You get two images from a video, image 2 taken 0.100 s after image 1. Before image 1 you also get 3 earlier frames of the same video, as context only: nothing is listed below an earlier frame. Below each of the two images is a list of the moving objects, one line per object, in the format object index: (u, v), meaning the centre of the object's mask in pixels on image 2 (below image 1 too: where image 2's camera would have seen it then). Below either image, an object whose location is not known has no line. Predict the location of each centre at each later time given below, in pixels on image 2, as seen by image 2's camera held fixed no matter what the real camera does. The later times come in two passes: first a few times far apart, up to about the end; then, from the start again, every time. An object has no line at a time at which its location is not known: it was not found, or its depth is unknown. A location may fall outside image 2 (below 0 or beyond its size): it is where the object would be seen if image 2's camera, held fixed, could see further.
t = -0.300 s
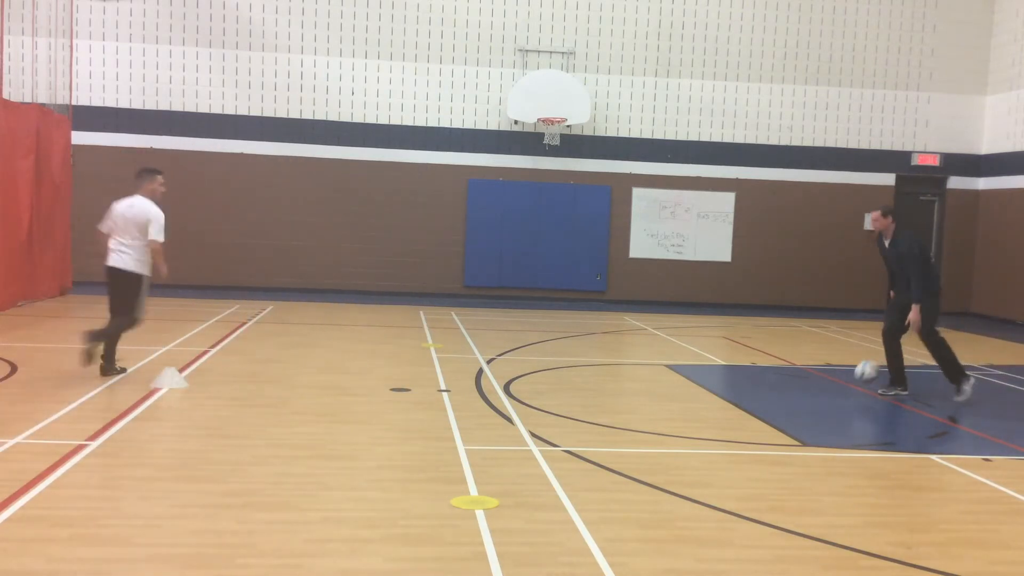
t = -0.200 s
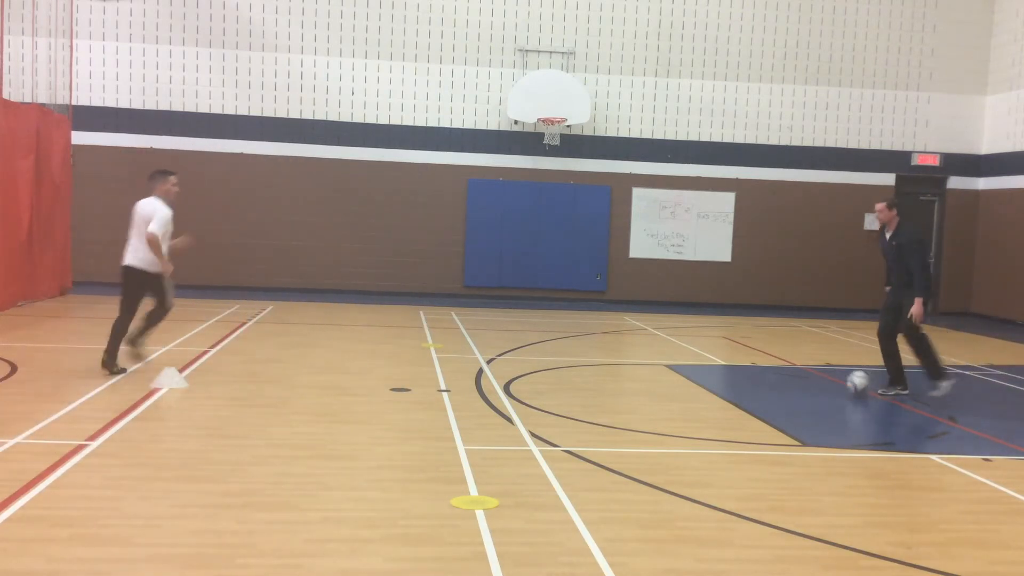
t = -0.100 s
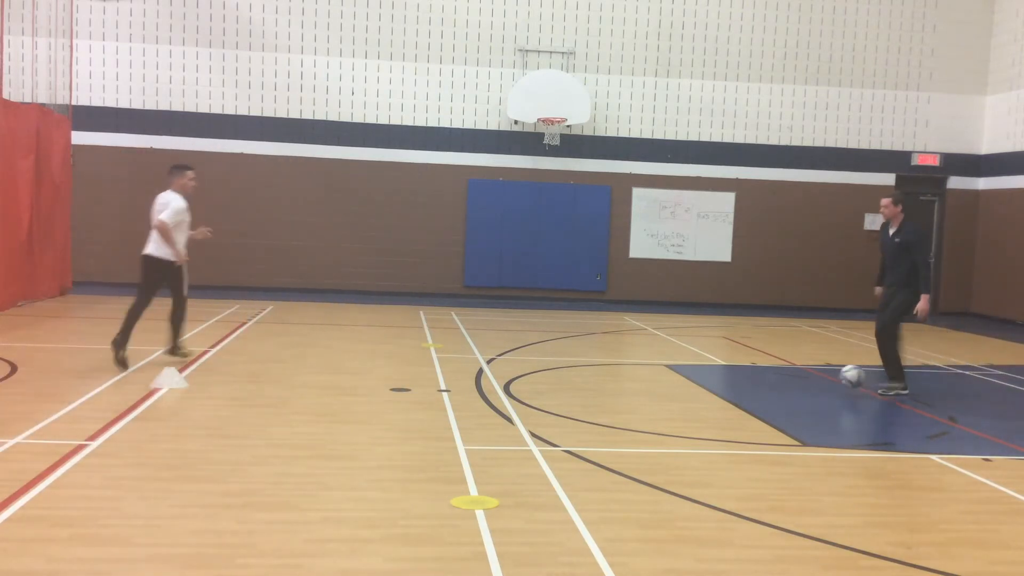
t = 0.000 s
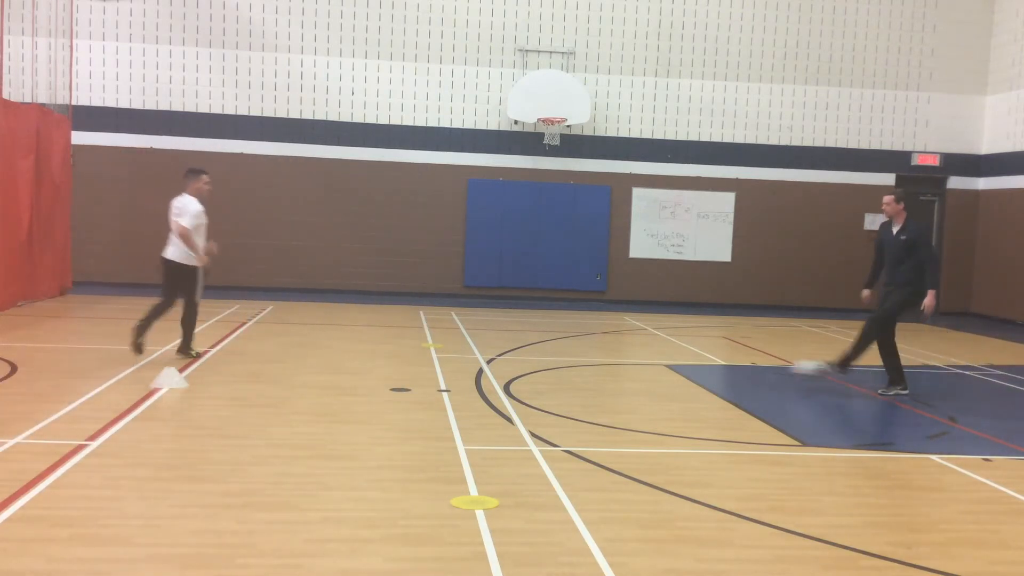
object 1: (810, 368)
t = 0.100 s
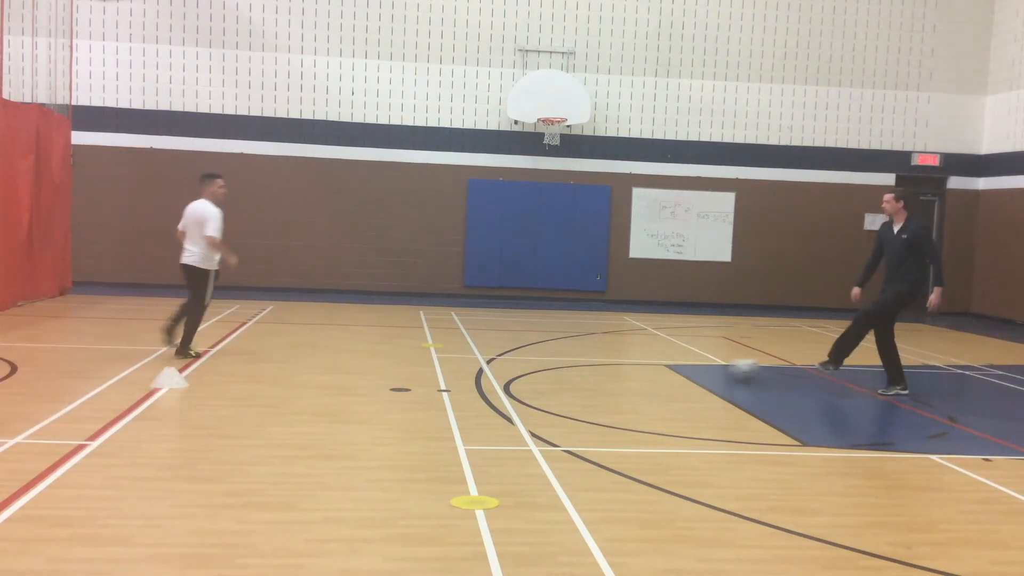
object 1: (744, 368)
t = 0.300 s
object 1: (657, 357)
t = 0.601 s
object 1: (560, 345)
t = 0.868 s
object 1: (486, 335)
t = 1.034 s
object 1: (443, 329)
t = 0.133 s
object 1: (728, 365)
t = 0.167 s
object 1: (714, 361)
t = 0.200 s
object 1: (698, 359)
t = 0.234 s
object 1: (685, 358)
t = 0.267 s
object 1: (670, 359)
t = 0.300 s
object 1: (657, 357)
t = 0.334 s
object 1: (645, 356)
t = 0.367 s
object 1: (633, 354)
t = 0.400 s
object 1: (622, 354)
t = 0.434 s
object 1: (612, 351)
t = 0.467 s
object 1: (600, 350)
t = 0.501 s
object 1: (590, 349)
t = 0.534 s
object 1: (579, 347)
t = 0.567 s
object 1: (569, 346)
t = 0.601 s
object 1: (560, 345)
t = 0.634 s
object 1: (550, 343)
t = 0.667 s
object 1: (540, 342)
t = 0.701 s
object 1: (530, 341)
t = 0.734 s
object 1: (521, 340)
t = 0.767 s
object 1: (512, 338)
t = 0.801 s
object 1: (503, 337)
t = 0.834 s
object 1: (495, 336)
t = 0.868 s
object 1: (486, 335)
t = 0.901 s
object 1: (476, 334)
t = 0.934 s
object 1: (468, 332)
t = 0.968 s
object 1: (459, 331)
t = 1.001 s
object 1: (451, 331)
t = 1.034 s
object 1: (443, 329)
